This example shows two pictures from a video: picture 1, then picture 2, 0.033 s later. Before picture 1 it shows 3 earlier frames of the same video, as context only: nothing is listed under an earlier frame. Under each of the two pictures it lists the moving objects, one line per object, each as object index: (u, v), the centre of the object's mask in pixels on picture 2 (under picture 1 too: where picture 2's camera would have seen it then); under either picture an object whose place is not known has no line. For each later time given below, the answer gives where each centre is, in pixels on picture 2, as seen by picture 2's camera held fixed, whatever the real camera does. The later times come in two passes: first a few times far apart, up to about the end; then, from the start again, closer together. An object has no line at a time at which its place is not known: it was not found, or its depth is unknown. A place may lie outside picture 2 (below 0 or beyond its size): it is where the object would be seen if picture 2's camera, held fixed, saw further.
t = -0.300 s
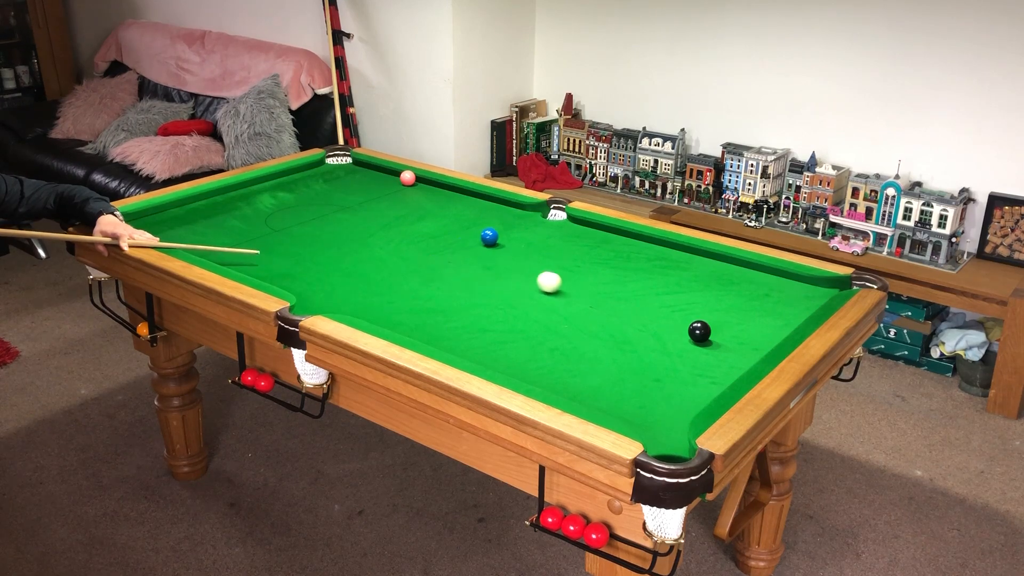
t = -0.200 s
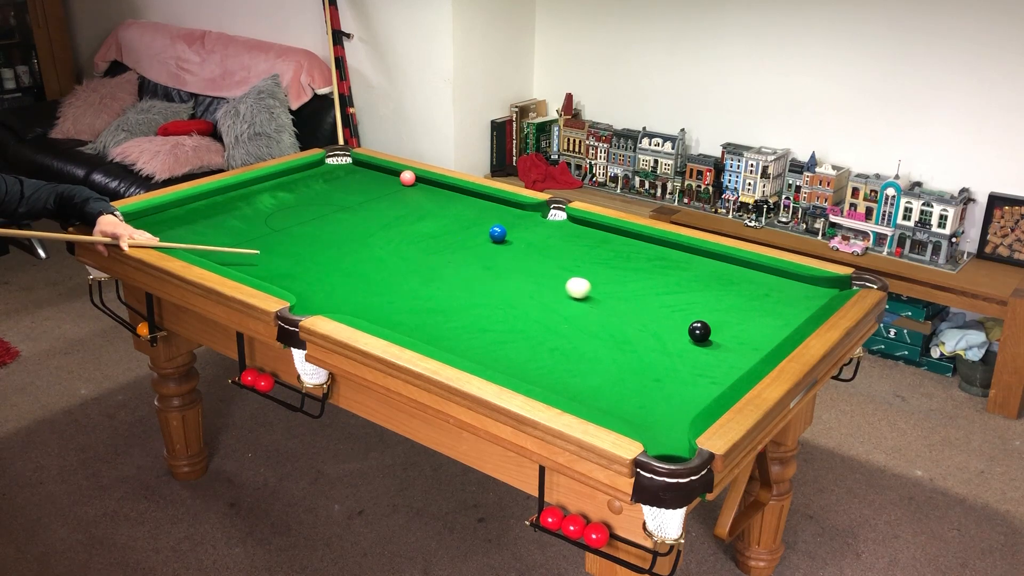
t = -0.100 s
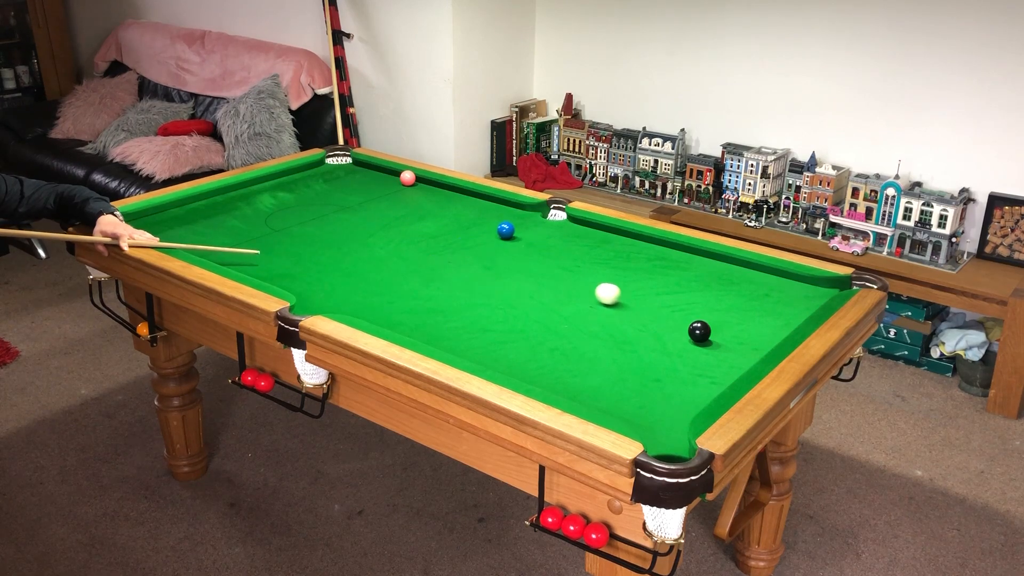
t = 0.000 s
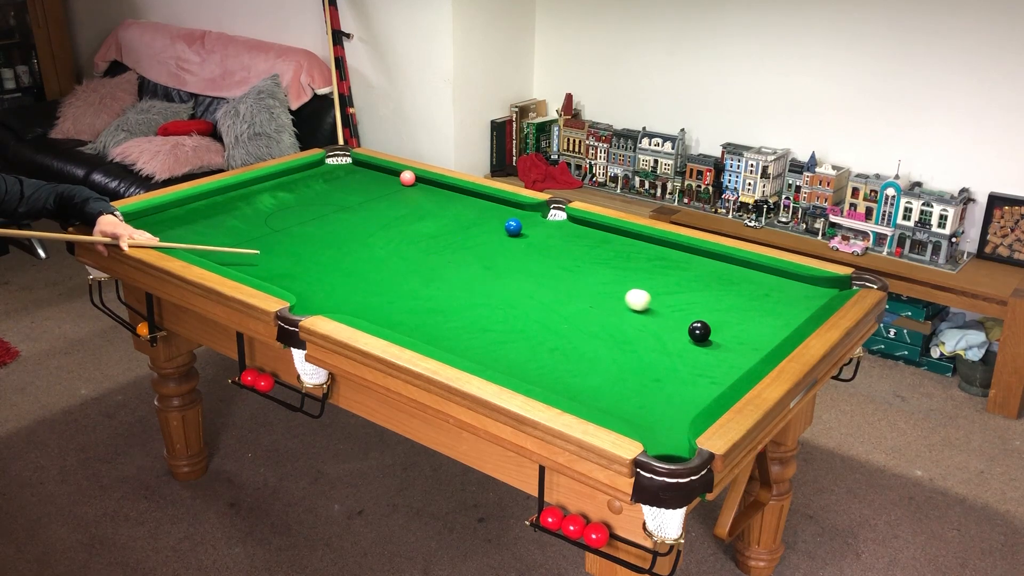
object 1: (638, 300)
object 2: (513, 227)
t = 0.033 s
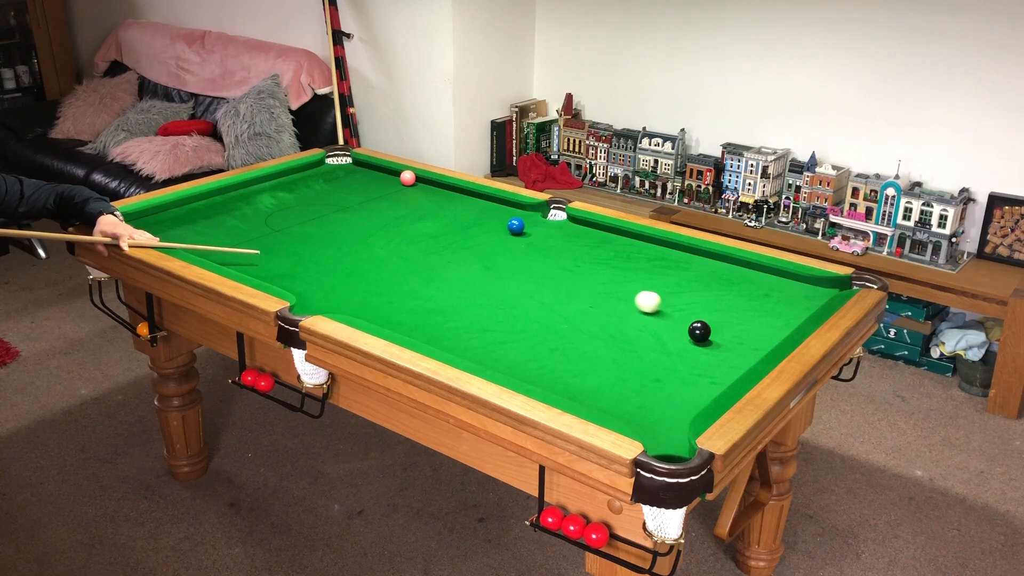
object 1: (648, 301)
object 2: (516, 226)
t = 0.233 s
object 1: (710, 313)
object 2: (530, 221)
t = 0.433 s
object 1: (773, 327)
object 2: (543, 215)
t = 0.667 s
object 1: (752, 316)
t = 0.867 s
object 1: (725, 305)
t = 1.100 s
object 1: (697, 293)
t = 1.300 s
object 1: (676, 284)
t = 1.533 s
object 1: (654, 275)
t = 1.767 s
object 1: (635, 266)
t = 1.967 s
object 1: (621, 260)
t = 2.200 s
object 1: (607, 253)
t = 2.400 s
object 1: (596, 248)
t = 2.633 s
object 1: (586, 243)
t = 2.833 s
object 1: (579, 240)
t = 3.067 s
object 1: (572, 235)
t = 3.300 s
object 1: (567, 234)
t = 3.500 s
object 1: (564, 231)
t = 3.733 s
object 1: (563, 230)
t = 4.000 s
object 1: (561, 227)
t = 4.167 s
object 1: (562, 230)
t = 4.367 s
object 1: (562, 229)
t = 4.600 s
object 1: (562, 229)
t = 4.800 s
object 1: (562, 229)
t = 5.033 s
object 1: (562, 229)
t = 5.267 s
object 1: (562, 229)
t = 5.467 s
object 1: (562, 229)
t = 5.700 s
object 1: (562, 229)
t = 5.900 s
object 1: (562, 230)
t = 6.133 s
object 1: (562, 229)
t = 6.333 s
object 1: (562, 229)
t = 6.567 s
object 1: (562, 229)
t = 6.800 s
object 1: (562, 230)
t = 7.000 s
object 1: (562, 230)
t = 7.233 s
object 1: (562, 230)
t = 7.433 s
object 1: (562, 230)
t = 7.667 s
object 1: (562, 230)
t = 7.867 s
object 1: (562, 230)
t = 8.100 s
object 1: (562, 230)
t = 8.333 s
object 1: (562, 230)
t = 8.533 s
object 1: (562, 230)
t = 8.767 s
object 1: (562, 229)
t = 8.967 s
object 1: (562, 229)
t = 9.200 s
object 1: (562, 230)
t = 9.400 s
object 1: (562, 230)
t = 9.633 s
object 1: (562, 229)
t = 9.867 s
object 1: (562, 230)
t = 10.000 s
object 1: (562, 229)
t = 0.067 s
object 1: (658, 304)
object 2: (518, 225)
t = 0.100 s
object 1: (668, 306)
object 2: (520, 224)
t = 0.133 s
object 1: (679, 307)
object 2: (523, 223)
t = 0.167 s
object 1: (688, 309)
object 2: (525, 223)
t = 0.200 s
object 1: (699, 311)
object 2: (527, 222)
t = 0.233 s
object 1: (710, 313)
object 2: (530, 221)
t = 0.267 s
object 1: (721, 316)
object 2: (532, 220)
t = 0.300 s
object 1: (731, 318)
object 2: (534, 219)
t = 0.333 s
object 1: (741, 320)
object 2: (536, 218)
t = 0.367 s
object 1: (752, 322)
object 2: (538, 217)
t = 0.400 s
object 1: (762, 324)
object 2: (540, 216)
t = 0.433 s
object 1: (773, 327)
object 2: (543, 215)
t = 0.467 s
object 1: (782, 327)
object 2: (545, 215)
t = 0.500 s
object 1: (779, 326)
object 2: (547, 214)
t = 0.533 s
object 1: (773, 324)
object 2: (548, 213)
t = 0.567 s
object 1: (767, 322)
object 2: (550, 212)
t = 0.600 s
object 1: (762, 320)
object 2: (552, 211)
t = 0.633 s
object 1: (757, 318)
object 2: (554, 211)
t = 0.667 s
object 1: (752, 316)
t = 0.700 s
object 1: (748, 314)
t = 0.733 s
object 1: (743, 312)
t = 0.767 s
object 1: (738, 310)
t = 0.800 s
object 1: (734, 308)
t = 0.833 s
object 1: (729, 306)
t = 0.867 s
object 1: (725, 305)
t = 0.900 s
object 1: (721, 303)
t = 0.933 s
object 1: (717, 301)
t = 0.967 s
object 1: (712, 299)
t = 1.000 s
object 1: (708, 298)
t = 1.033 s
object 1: (705, 296)
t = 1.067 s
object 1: (701, 294)
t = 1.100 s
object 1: (697, 293)
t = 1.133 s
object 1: (693, 291)
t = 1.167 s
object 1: (689, 290)
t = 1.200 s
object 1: (686, 288)
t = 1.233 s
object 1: (682, 287)
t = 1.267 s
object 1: (679, 285)
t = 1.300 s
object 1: (676, 284)
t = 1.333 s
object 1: (672, 282)
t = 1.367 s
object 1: (669, 281)
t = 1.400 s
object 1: (666, 280)
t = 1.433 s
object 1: (663, 278)
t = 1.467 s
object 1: (660, 277)
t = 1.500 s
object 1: (657, 276)
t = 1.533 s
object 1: (654, 275)
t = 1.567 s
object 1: (651, 273)
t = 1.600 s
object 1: (648, 272)
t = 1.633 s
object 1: (645, 270)
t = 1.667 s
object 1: (643, 270)
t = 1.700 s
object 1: (640, 268)
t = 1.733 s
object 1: (638, 267)
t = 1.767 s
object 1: (635, 266)
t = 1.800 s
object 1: (633, 265)
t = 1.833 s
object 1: (630, 264)
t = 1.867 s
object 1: (628, 263)
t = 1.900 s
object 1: (625, 262)
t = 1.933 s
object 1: (623, 261)
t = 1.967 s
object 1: (621, 260)
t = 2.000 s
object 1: (618, 259)
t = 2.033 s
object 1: (616, 258)
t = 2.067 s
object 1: (614, 257)
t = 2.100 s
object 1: (612, 256)
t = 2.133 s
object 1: (610, 255)
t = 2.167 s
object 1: (608, 254)
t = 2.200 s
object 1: (607, 253)
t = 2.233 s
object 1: (604, 252)
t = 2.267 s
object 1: (603, 251)
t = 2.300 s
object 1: (601, 251)
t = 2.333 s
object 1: (599, 250)
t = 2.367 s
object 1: (598, 249)
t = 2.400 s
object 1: (596, 248)
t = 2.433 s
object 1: (594, 248)
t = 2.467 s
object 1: (593, 247)
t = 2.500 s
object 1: (592, 246)
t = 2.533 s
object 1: (590, 245)
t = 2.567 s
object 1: (589, 245)
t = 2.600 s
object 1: (588, 244)
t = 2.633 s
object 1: (586, 243)
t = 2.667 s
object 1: (585, 243)
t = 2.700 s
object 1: (584, 242)
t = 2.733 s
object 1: (582, 242)
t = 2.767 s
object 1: (581, 241)
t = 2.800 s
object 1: (580, 240)
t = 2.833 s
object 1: (579, 240)
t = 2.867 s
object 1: (578, 239)
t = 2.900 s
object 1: (577, 239)
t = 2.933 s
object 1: (576, 237)
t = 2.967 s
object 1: (575, 237)
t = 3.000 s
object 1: (573, 237)
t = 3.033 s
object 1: (573, 236)
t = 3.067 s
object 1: (572, 235)
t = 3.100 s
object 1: (571, 236)
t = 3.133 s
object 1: (570, 235)
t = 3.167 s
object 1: (570, 235)
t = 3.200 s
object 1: (569, 235)
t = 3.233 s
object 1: (568, 234)
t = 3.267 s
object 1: (568, 234)
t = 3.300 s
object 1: (567, 234)
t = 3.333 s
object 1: (566, 233)
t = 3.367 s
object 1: (566, 233)
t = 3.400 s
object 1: (565, 233)
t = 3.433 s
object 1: (565, 232)
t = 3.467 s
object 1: (565, 232)
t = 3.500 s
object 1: (564, 231)
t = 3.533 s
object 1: (564, 230)
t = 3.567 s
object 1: (564, 230)
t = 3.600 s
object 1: (563, 231)
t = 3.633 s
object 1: (563, 231)
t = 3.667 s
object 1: (563, 231)
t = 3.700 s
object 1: (563, 231)
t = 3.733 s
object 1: (563, 230)
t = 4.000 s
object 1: (561, 227)
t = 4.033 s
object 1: (562, 229)
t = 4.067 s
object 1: (562, 229)
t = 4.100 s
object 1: (562, 229)
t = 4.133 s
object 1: (562, 229)
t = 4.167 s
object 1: (562, 230)
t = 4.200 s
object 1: (562, 229)
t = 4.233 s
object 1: (562, 229)
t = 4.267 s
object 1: (562, 229)
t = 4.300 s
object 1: (562, 229)
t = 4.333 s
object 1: (562, 229)
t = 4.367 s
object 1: (562, 229)
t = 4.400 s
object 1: (562, 229)
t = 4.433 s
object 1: (562, 229)
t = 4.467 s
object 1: (562, 229)
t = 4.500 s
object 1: (562, 229)
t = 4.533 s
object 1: (562, 229)
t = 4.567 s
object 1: (562, 229)
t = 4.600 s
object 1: (562, 229)
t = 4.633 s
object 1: (562, 230)
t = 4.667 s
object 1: (562, 229)
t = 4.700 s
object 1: (562, 229)
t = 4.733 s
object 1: (562, 229)
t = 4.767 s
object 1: (562, 229)
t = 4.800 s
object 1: (562, 229)
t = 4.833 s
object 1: (562, 229)
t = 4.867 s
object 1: (562, 229)
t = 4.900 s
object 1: (562, 229)
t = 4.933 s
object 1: (562, 229)
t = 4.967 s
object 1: (562, 229)
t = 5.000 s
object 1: (562, 229)
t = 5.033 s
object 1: (562, 229)
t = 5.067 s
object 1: (562, 229)
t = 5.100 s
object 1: (562, 229)
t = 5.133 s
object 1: (562, 229)
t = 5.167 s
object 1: (562, 229)
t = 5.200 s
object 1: (562, 230)
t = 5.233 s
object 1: (562, 230)
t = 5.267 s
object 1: (562, 229)
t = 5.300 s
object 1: (562, 229)
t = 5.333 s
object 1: (562, 230)
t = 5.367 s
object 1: (562, 230)
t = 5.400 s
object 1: (562, 229)
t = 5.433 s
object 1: (562, 230)
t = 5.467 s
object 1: (562, 229)
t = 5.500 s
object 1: (562, 229)
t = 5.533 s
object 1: (562, 229)
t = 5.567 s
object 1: (562, 229)
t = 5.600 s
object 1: (562, 229)
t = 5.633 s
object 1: (562, 229)
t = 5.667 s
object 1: (562, 229)
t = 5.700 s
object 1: (562, 229)
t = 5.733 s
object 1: (562, 229)
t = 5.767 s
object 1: (562, 229)
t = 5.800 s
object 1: (562, 229)
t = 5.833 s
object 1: (562, 230)
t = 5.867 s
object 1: (562, 230)
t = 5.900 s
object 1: (562, 230)
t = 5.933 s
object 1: (562, 229)
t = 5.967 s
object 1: (562, 230)
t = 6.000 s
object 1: (562, 230)
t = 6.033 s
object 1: (562, 229)
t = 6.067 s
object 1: (562, 230)
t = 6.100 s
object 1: (562, 229)
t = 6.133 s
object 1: (562, 229)
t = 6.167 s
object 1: (562, 229)
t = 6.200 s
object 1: (562, 229)
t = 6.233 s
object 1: (562, 229)
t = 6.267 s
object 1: (562, 229)
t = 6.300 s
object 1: (562, 229)
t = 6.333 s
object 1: (562, 229)
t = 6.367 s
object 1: (562, 229)
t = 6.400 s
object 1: (562, 229)
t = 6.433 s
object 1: (562, 230)
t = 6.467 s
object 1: (562, 229)
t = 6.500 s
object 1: (562, 230)
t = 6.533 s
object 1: (562, 229)
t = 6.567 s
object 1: (562, 229)
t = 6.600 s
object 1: (562, 230)
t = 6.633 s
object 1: (562, 230)
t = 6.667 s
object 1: (562, 230)
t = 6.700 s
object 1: (562, 230)
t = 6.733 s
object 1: (562, 230)
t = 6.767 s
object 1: (562, 230)
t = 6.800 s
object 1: (562, 230)
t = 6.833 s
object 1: (562, 229)
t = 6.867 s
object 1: (562, 229)
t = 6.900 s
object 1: (562, 230)
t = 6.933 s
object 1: (562, 229)
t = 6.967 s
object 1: (562, 229)
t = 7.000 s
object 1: (562, 230)
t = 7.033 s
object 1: (562, 229)
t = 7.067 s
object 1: (562, 229)
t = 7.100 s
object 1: (562, 229)
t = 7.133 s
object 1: (562, 230)
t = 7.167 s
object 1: (562, 230)
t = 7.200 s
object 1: (562, 229)
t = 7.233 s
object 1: (562, 230)
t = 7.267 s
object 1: (562, 230)
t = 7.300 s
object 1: (562, 229)
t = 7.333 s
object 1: (562, 230)
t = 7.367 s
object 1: (562, 230)
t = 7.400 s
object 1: (562, 230)
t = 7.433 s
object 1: (562, 230)
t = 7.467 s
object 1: (562, 230)
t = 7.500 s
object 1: (562, 230)
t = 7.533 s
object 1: (562, 230)
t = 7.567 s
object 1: (562, 229)
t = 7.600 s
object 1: (562, 229)
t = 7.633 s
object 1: (562, 229)
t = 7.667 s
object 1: (562, 230)
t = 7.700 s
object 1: (562, 229)
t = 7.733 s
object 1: (562, 230)
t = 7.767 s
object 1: (562, 229)
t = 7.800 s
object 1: (562, 230)
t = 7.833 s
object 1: (562, 230)
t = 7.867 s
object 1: (562, 230)
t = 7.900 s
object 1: (562, 230)
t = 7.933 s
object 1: (562, 230)
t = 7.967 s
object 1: (562, 230)
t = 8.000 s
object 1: (562, 230)
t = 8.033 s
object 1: (562, 230)
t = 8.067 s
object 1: (562, 230)
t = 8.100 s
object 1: (562, 230)
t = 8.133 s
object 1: (562, 230)
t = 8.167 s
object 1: (562, 230)
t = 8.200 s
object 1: (562, 230)
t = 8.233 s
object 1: (562, 229)
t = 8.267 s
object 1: (562, 229)
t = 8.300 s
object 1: (562, 230)
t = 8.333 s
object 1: (562, 230)
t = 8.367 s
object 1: (562, 230)
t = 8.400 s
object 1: (562, 230)
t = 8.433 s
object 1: (562, 229)
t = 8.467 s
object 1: (562, 230)
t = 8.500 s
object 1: (562, 229)
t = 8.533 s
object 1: (562, 230)
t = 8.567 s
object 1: (562, 230)
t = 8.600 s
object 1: (562, 230)
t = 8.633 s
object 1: (562, 229)
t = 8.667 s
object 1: (562, 229)
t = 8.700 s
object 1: (562, 229)
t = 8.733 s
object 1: (562, 230)
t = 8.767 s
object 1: (562, 229)
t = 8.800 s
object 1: (562, 229)
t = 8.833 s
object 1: (562, 230)
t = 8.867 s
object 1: (562, 229)
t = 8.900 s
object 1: (562, 229)
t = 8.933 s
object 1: (562, 229)
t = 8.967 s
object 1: (562, 229)
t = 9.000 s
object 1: (562, 229)
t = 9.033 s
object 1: (562, 229)
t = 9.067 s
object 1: (562, 229)
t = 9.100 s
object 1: (562, 229)
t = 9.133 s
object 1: (562, 230)
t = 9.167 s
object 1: (562, 229)
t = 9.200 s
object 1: (562, 230)
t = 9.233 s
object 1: (562, 229)
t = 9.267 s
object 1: (562, 229)
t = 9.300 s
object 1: (562, 230)
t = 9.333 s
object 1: (562, 230)
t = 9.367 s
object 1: (562, 229)
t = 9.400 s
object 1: (562, 230)
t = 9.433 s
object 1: (562, 229)
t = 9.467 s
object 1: (562, 229)
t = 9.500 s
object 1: (562, 229)
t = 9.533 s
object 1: (562, 230)
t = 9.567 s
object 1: (562, 229)
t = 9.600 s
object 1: (562, 229)
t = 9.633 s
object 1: (562, 229)
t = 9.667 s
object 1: (562, 229)
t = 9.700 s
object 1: (562, 229)
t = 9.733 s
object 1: (562, 230)
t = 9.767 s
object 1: (562, 229)
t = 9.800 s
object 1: (562, 229)
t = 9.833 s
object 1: (562, 230)
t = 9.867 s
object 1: (562, 230)
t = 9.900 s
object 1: (562, 229)
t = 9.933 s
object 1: (562, 229)
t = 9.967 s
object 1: (562, 230)
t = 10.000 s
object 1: (562, 229)
